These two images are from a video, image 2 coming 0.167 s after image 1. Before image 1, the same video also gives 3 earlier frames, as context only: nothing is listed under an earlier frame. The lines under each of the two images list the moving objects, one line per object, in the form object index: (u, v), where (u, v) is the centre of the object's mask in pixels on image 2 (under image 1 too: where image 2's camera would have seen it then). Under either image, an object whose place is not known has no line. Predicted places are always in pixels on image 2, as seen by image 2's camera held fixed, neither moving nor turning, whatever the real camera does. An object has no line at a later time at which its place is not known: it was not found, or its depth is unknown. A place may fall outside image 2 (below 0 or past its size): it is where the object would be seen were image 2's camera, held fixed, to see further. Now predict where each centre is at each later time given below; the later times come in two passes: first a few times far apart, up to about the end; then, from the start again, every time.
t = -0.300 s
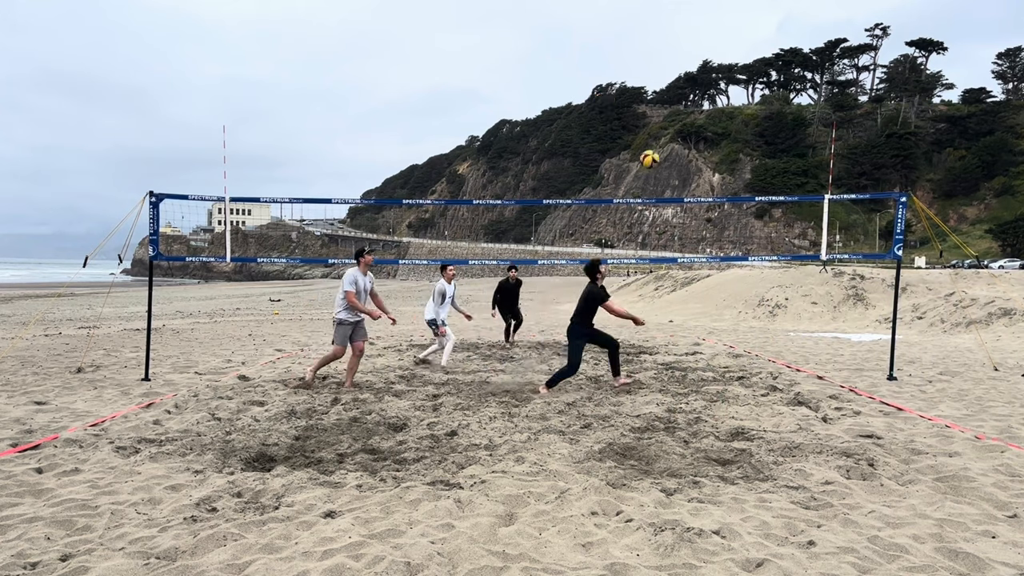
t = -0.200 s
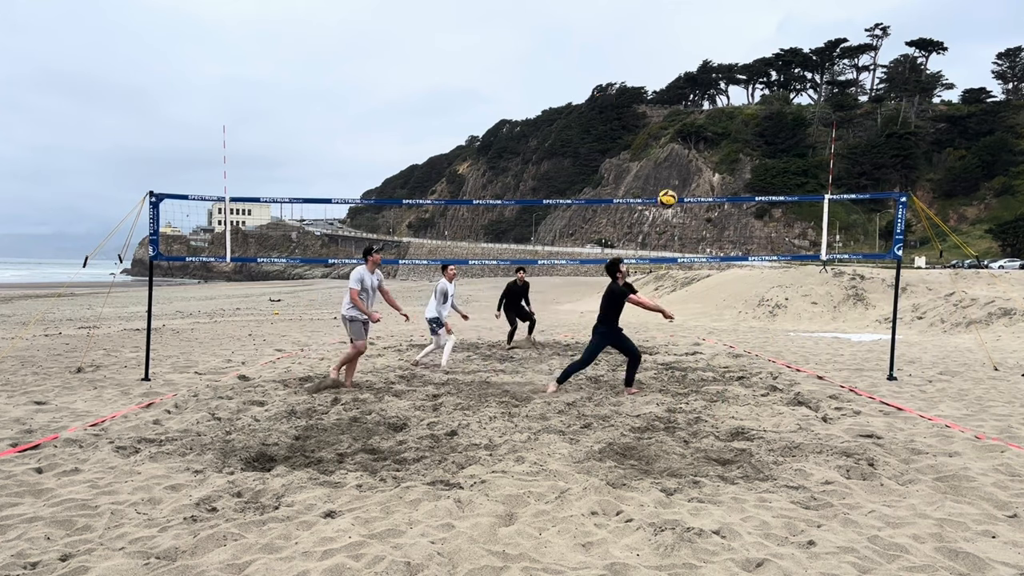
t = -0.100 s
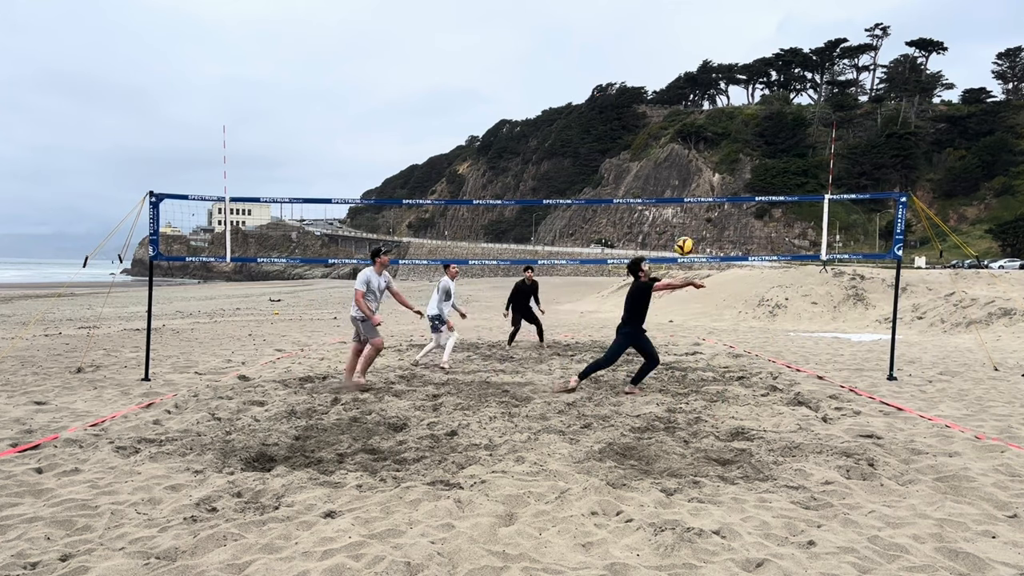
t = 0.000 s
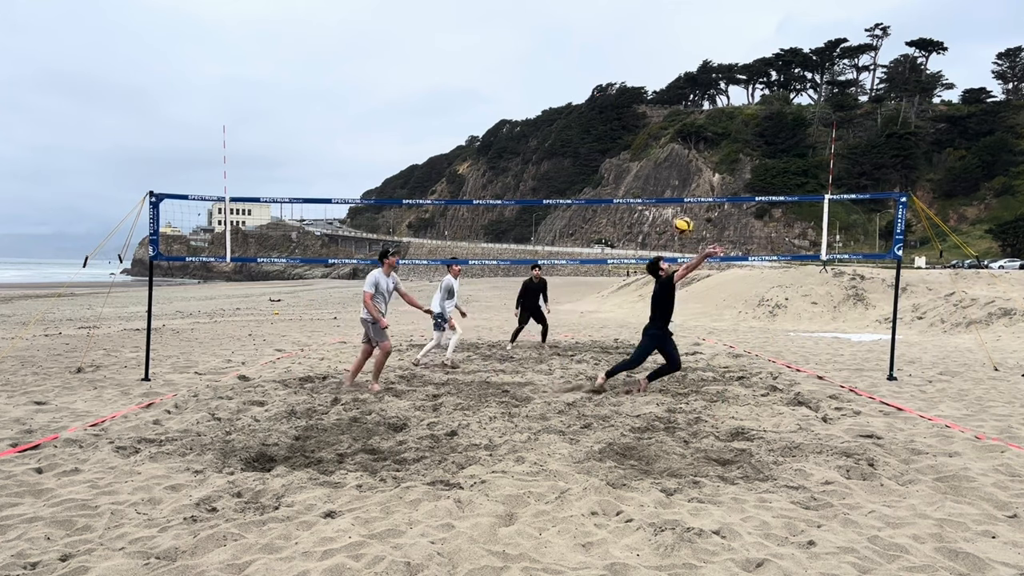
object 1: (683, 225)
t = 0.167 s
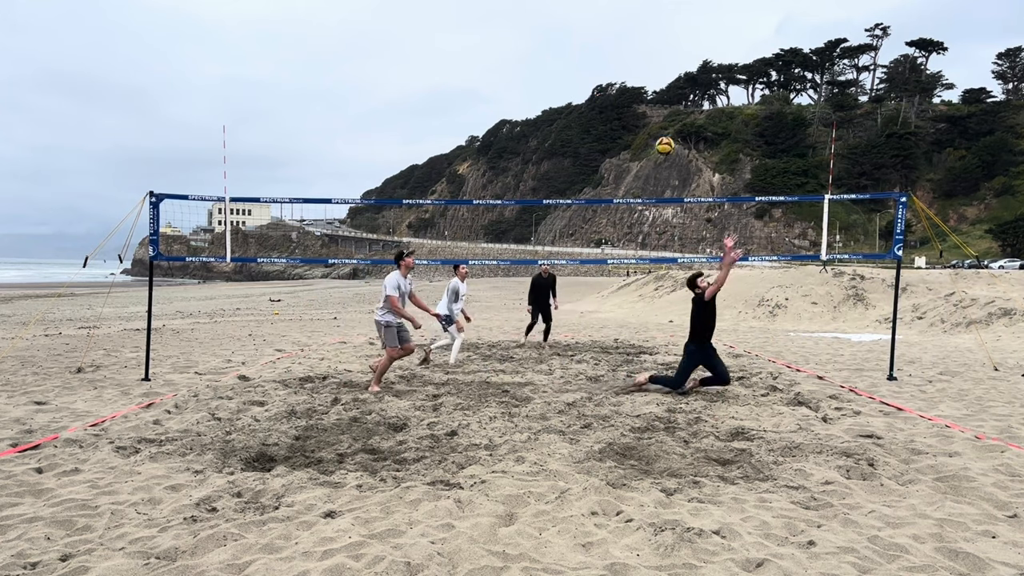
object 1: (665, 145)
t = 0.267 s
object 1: (653, 109)
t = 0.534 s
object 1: (622, 61)
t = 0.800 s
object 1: (591, 72)
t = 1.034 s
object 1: (566, 128)
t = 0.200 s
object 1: (661, 133)
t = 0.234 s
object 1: (657, 120)
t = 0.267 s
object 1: (653, 109)
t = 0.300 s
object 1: (649, 100)
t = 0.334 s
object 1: (646, 93)
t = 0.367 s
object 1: (642, 85)
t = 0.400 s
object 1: (638, 78)
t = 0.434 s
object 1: (634, 72)
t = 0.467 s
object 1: (630, 67)
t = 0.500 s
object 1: (626, 63)
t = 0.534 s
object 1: (622, 61)
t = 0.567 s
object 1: (618, 59)
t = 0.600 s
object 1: (615, 58)
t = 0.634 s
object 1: (611, 58)
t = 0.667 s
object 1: (607, 59)
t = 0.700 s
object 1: (603, 61)
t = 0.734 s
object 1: (599, 64)
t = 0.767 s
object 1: (596, 67)
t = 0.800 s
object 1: (591, 72)
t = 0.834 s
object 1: (587, 78)
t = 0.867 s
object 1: (584, 84)
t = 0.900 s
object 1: (580, 92)
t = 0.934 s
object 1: (576, 100)
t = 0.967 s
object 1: (573, 109)
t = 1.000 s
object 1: (569, 118)
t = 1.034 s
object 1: (566, 128)
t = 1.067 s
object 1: (562, 140)
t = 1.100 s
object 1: (559, 152)
